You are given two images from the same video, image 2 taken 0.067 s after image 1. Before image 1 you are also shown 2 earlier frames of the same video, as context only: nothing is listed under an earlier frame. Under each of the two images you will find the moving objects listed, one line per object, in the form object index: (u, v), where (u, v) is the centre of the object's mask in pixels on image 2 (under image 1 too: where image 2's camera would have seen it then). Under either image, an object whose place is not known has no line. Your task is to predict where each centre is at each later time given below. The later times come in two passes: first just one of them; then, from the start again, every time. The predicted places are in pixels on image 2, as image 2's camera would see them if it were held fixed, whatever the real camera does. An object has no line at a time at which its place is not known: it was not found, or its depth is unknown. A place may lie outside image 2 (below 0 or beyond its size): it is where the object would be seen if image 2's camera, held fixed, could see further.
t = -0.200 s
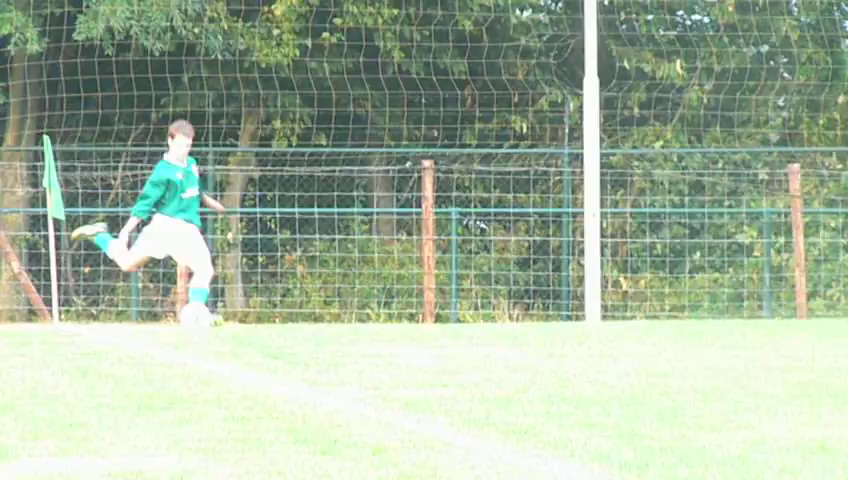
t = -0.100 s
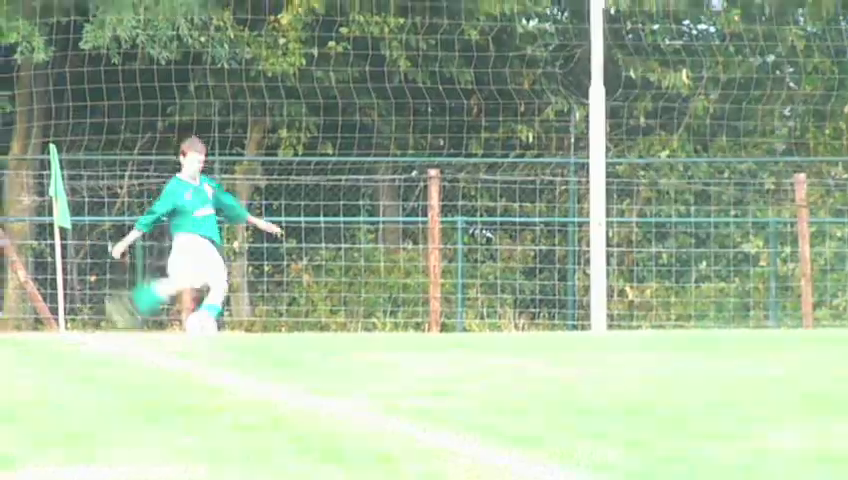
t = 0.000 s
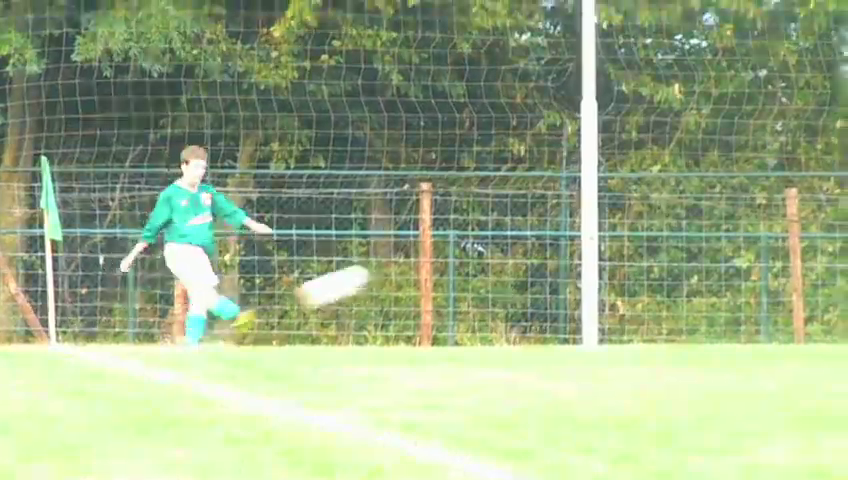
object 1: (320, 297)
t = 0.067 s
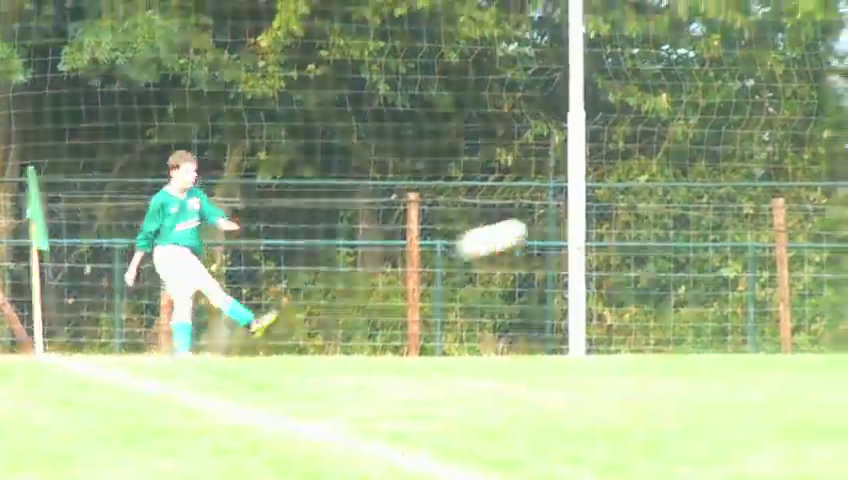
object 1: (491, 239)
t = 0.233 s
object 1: (909, 127)
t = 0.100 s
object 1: (575, 213)
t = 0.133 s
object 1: (660, 189)
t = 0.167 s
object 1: (742, 167)
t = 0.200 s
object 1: (825, 147)
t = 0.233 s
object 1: (909, 127)
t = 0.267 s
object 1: (995, 109)
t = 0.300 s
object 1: (1084, 91)
